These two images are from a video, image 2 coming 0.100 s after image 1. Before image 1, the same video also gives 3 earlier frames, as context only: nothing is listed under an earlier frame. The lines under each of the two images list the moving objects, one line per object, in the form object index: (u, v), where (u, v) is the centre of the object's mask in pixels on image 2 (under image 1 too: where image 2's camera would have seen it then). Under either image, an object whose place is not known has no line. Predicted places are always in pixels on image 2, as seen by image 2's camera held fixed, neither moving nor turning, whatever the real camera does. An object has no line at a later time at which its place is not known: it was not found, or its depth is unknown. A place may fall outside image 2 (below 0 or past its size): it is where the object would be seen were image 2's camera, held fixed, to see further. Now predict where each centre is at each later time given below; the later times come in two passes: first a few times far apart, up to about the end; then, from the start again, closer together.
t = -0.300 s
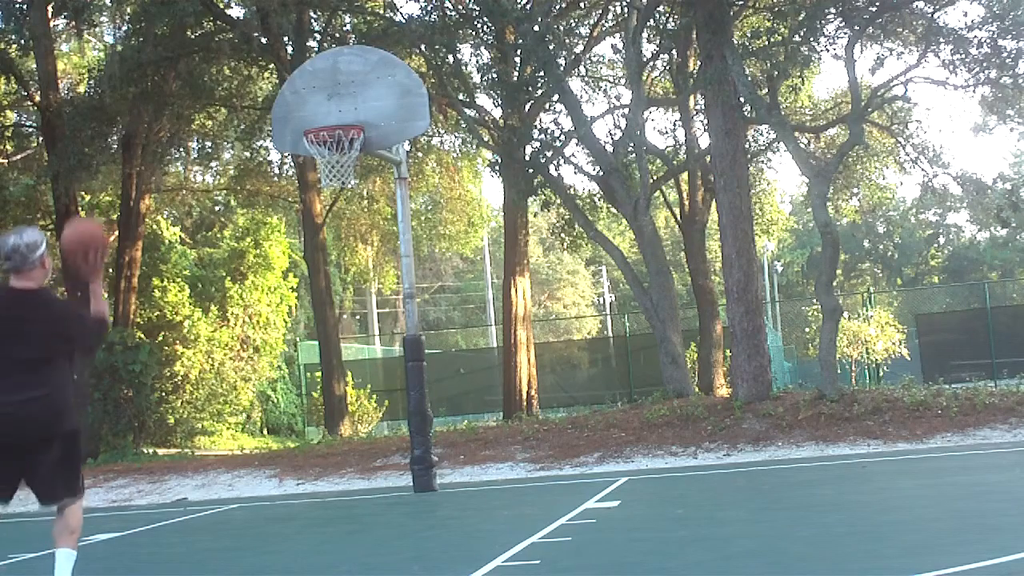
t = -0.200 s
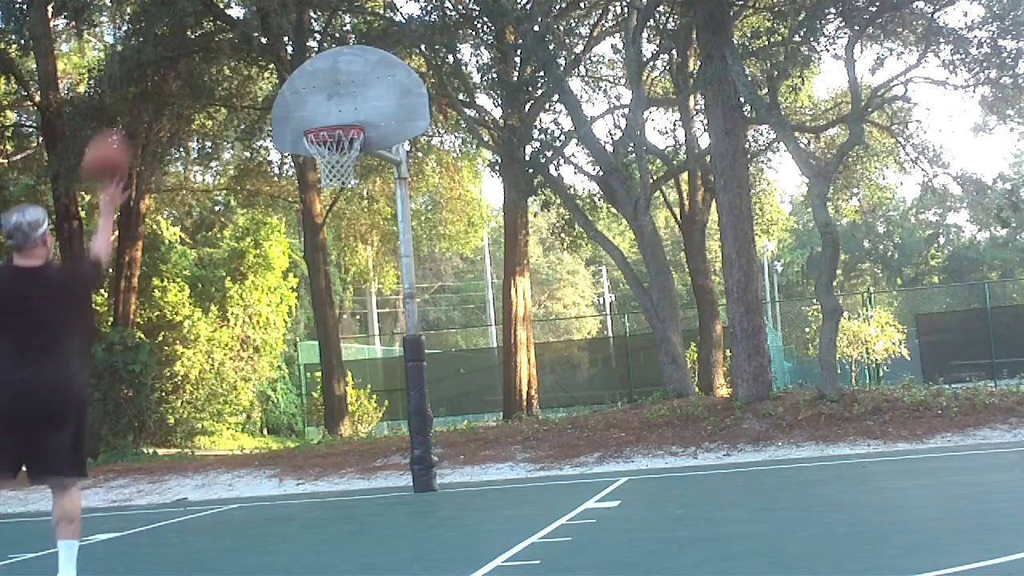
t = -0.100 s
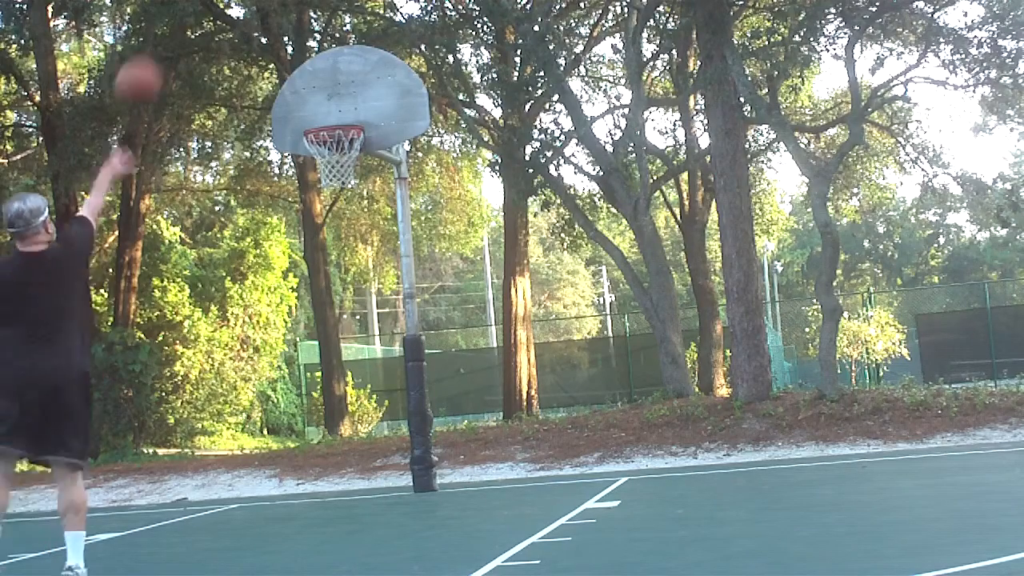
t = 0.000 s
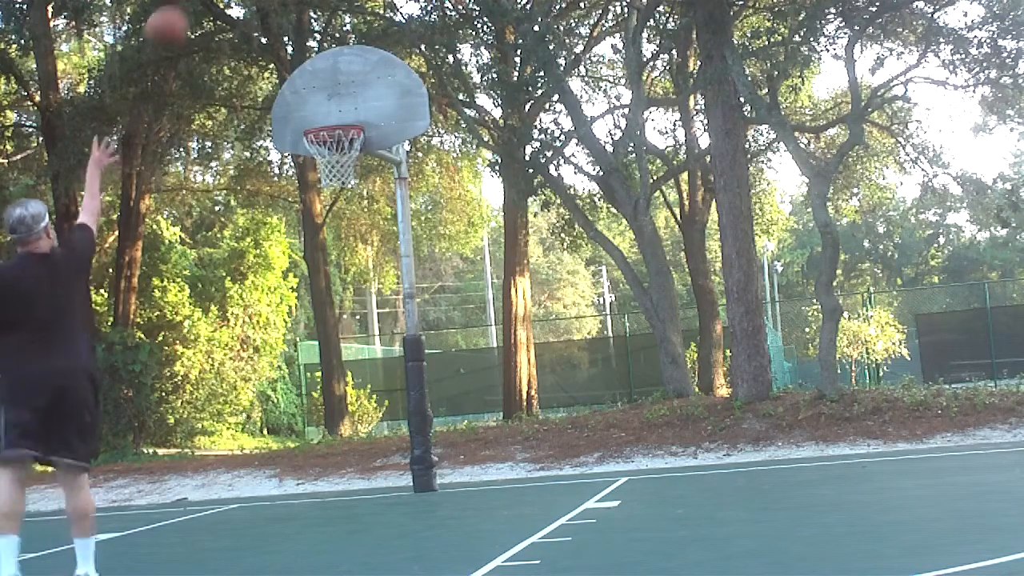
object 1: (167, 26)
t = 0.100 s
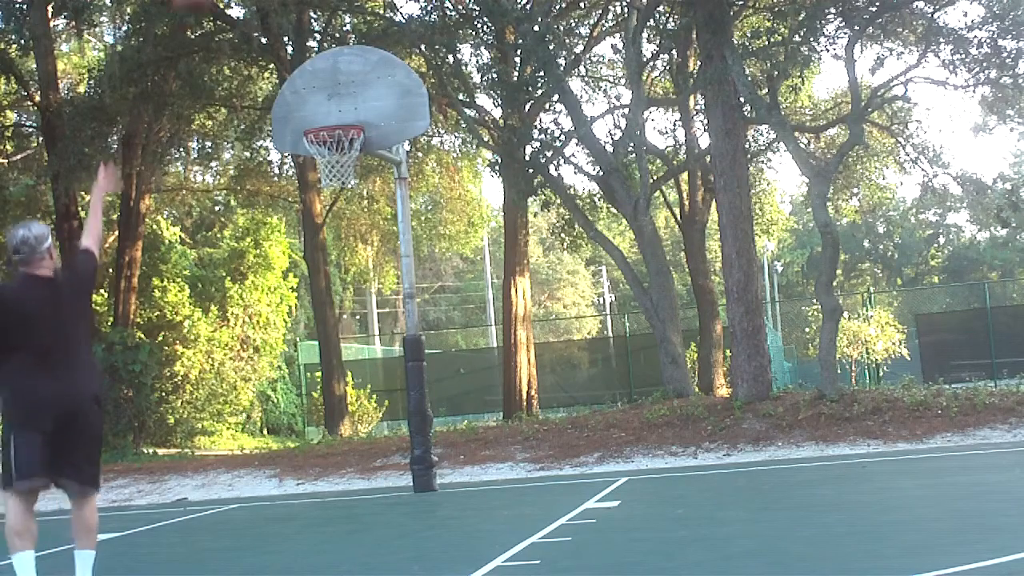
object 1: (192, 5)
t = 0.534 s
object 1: (289, 26)
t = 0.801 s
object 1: (344, 153)
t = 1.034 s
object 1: (338, 171)
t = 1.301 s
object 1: (332, 257)
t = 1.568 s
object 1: (337, 438)
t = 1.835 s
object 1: (320, 392)
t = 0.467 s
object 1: (276, 11)
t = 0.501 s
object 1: (282, 16)
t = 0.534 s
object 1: (289, 26)
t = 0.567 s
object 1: (295, 36)
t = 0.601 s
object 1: (303, 51)
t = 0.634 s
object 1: (309, 65)
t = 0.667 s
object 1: (317, 83)
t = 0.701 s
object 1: (322, 99)
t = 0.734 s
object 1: (329, 115)
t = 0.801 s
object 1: (344, 153)
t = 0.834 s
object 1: (343, 163)
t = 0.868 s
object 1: (341, 167)
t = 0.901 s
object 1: (340, 166)
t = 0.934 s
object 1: (340, 166)
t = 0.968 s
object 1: (340, 167)
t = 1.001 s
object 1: (339, 168)
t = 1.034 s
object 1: (338, 171)
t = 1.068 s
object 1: (335, 178)
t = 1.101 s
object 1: (335, 186)
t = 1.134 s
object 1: (335, 193)
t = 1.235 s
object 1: (333, 228)
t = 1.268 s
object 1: (332, 243)
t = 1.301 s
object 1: (332, 257)
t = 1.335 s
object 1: (332, 275)
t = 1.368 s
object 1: (332, 293)
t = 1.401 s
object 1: (332, 315)
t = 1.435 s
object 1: (334, 333)
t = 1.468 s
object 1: (333, 358)
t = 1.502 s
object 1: (335, 382)
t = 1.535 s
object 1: (335, 410)
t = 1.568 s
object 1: (337, 438)
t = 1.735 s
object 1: (331, 441)
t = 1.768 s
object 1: (326, 422)
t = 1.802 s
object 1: (322, 408)
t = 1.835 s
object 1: (320, 392)
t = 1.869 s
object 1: (317, 377)
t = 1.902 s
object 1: (313, 365)
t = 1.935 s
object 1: (309, 353)
